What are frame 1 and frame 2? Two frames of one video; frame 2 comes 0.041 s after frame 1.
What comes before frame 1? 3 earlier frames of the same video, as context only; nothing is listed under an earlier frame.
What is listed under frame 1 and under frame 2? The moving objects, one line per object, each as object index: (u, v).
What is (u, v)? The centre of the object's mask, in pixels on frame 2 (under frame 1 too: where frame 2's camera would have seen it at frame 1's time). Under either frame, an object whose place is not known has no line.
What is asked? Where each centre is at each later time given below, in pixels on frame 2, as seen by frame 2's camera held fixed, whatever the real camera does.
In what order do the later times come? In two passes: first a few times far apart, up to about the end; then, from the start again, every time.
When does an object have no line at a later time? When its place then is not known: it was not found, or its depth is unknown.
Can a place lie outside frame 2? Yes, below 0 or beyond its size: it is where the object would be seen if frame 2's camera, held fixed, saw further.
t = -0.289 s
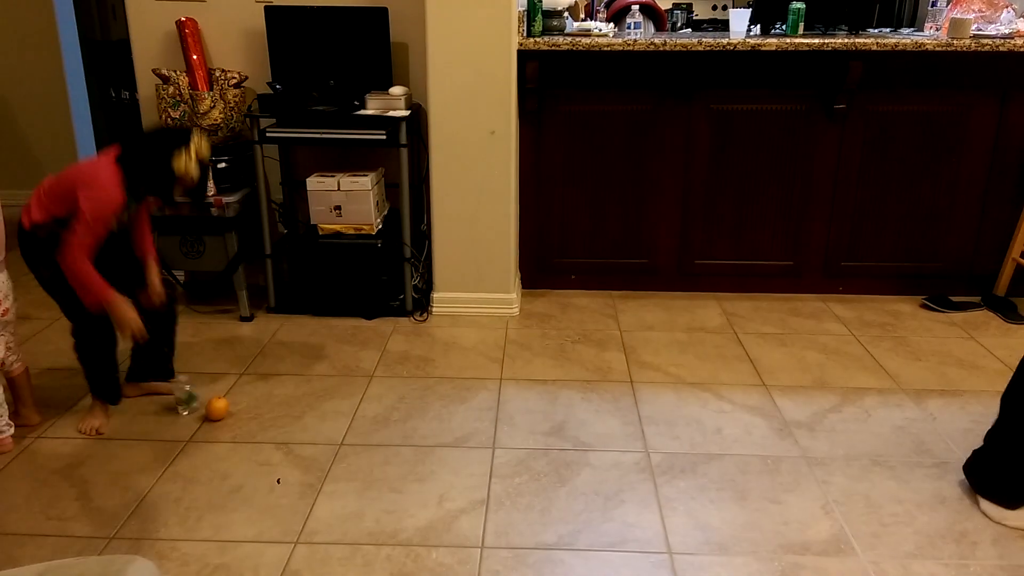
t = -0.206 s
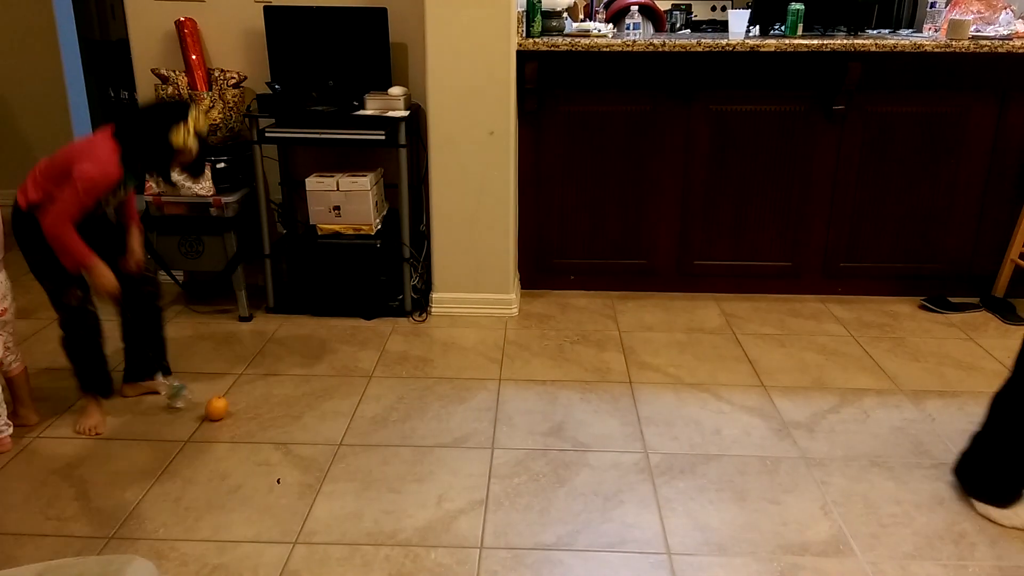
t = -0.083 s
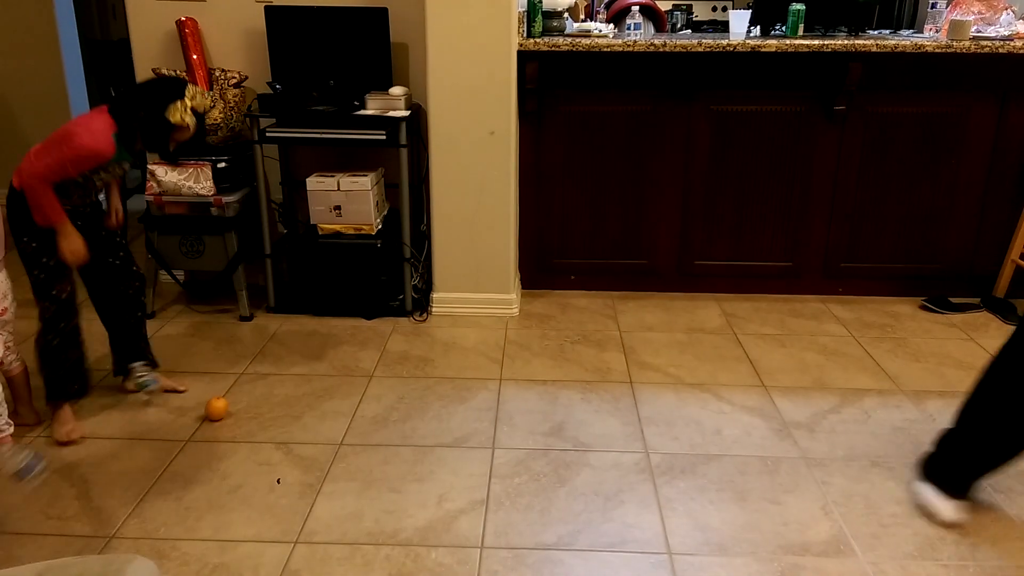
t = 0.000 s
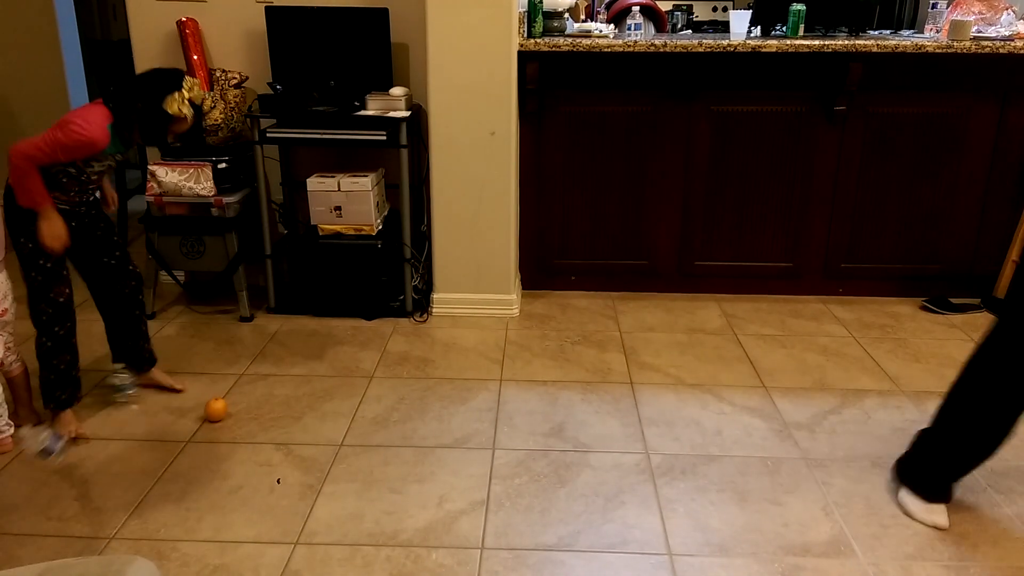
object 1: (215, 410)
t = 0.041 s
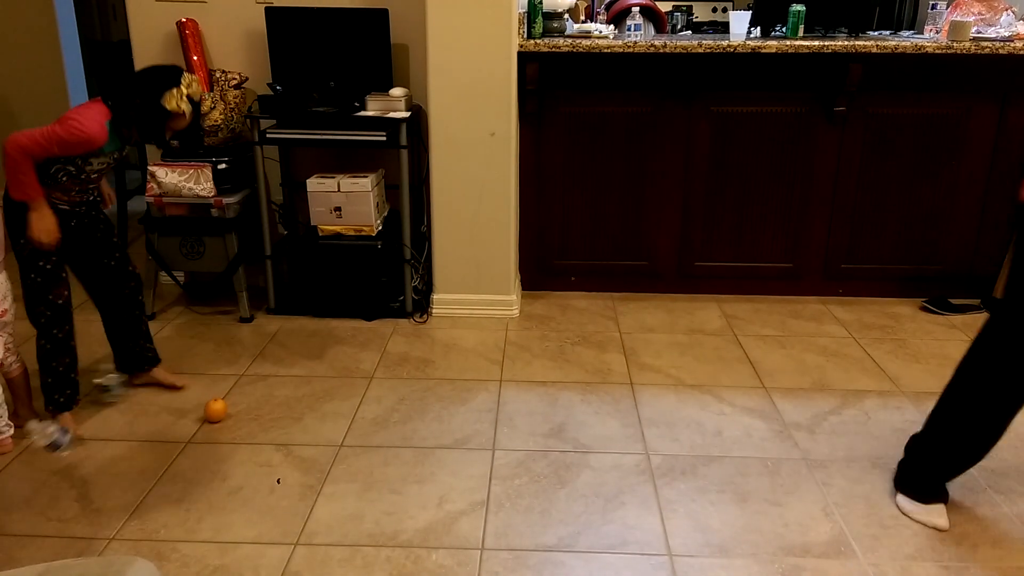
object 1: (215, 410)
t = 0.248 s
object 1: (216, 410)
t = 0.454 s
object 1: (216, 410)
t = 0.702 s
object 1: (216, 410)
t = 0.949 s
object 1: (230, 415)
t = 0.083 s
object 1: (215, 410)
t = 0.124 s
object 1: (215, 410)
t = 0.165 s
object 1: (216, 410)
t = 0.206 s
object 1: (216, 410)
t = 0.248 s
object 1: (216, 410)
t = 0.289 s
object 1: (216, 410)
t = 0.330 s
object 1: (216, 410)
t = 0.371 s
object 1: (216, 410)
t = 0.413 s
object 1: (216, 410)
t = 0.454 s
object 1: (216, 410)
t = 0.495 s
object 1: (216, 410)
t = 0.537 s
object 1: (216, 410)
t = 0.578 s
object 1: (216, 410)
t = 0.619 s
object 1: (216, 410)
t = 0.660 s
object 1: (216, 410)
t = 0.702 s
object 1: (216, 410)
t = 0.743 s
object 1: (216, 410)
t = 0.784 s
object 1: (216, 410)
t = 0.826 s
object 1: (216, 410)
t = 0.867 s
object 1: (220, 411)
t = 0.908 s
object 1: (225, 413)
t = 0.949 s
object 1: (230, 415)
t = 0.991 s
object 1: (235, 415)
